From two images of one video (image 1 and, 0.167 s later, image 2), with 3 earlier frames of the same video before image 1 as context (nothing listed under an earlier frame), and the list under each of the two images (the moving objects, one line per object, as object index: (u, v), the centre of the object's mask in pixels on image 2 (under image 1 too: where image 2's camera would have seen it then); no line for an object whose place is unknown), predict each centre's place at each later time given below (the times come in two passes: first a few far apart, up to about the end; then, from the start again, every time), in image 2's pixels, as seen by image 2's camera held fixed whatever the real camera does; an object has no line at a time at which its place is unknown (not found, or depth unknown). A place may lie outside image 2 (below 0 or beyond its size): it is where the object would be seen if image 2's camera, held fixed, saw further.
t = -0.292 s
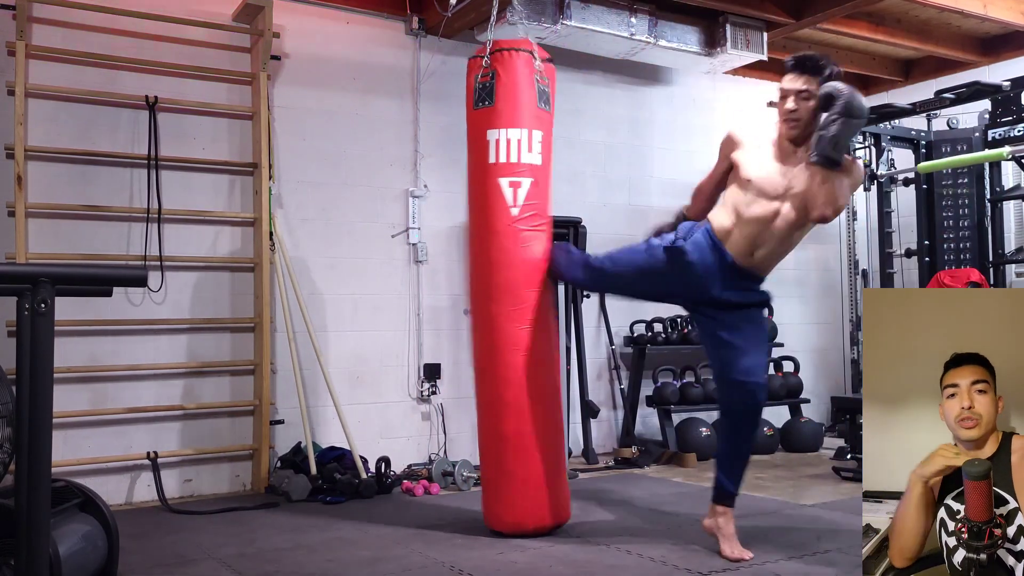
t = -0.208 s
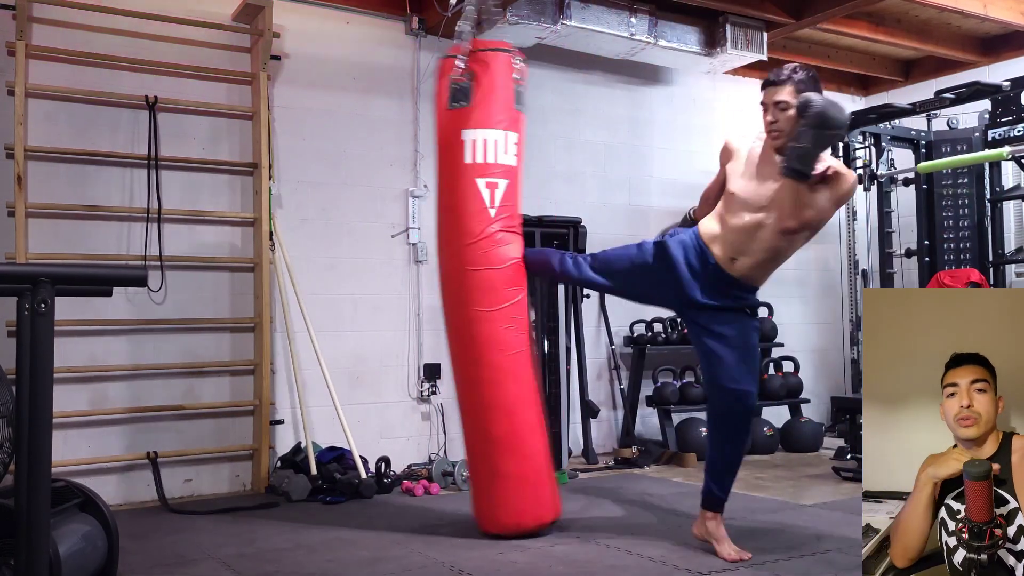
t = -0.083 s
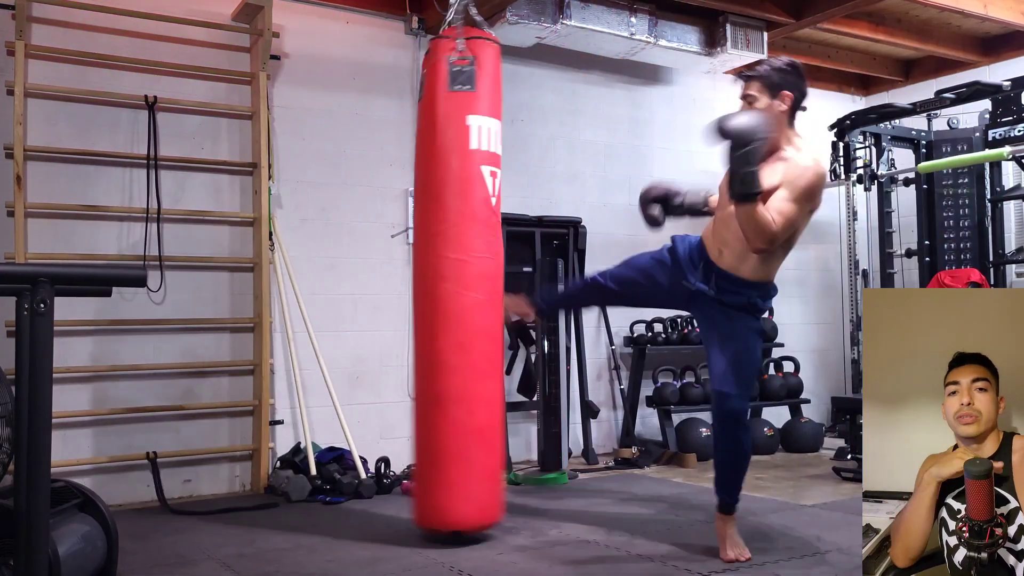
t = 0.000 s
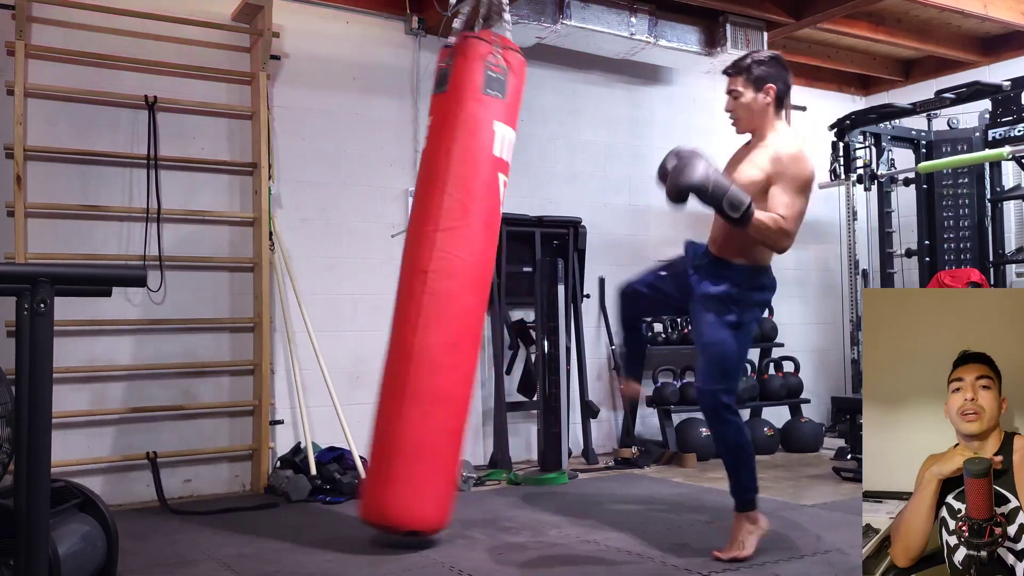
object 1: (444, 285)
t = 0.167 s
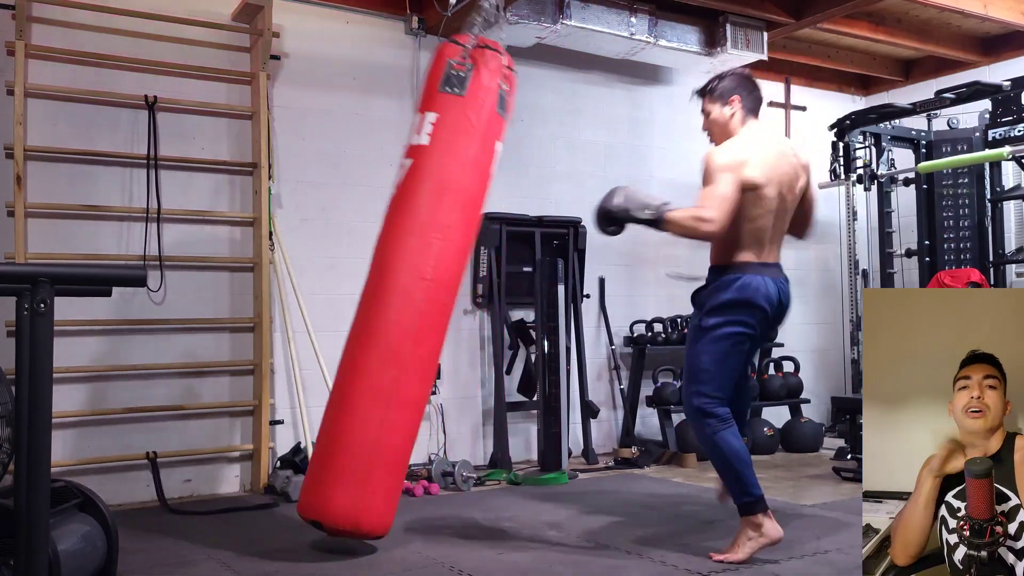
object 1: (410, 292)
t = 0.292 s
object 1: (387, 283)
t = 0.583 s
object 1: (394, 293)
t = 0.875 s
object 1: (445, 294)
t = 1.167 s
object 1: (496, 293)
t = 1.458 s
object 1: (500, 293)
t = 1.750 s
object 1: (492, 294)
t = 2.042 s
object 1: (500, 294)
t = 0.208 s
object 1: (401, 288)
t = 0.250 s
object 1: (393, 285)
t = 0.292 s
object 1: (387, 283)
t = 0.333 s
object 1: (384, 280)
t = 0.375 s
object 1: (384, 278)
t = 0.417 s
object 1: (385, 280)
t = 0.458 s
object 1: (387, 283)
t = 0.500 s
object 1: (388, 289)
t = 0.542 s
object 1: (391, 293)
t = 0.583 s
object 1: (394, 293)
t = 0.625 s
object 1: (397, 290)
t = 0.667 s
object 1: (402, 287)
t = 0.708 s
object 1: (408, 285)
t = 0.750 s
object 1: (414, 286)
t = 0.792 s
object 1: (423, 287)
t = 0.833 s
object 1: (433, 289)
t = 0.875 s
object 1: (445, 294)
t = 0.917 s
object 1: (455, 297)
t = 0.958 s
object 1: (463, 297)
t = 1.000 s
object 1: (470, 294)
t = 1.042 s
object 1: (477, 291)
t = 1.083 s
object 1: (483, 289)
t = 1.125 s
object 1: (490, 289)
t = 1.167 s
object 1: (496, 293)
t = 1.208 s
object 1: (500, 296)
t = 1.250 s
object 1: (501, 295)
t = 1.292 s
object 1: (501, 293)
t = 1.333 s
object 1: (501, 293)
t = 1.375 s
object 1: (501, 294)
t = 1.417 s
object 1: (501, 294)
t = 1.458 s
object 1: (500, 293)
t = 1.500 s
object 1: (498, 293)
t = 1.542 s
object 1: (497, 294)
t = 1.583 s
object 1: (495, 293)
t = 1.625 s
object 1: (494, 294)
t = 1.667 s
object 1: (493, 294)
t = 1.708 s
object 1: (492, 294)
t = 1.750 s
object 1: (492, 294)
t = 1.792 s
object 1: (493, 294)
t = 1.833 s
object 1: (495, 294)
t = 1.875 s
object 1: (496, 294)
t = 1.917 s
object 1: (498, 294)
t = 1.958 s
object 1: (499, 294)
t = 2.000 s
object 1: (500, 294)
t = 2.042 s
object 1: (500, 294)
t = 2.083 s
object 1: (500, 294)
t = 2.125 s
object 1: (499, 294)
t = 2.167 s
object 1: (498, 294)
